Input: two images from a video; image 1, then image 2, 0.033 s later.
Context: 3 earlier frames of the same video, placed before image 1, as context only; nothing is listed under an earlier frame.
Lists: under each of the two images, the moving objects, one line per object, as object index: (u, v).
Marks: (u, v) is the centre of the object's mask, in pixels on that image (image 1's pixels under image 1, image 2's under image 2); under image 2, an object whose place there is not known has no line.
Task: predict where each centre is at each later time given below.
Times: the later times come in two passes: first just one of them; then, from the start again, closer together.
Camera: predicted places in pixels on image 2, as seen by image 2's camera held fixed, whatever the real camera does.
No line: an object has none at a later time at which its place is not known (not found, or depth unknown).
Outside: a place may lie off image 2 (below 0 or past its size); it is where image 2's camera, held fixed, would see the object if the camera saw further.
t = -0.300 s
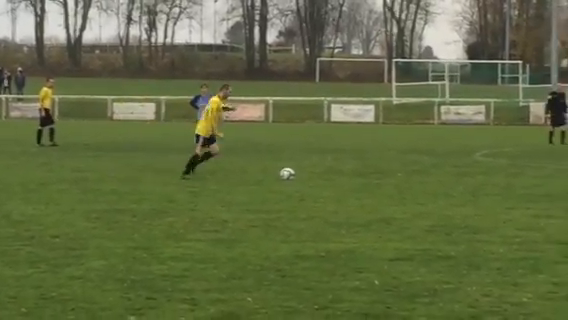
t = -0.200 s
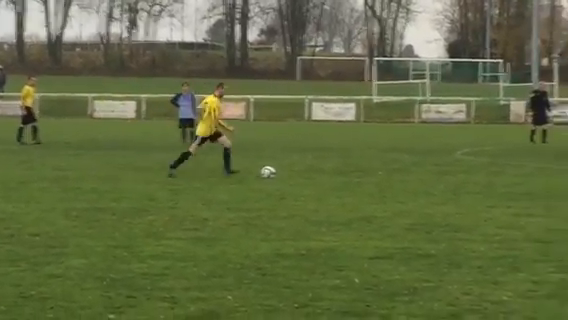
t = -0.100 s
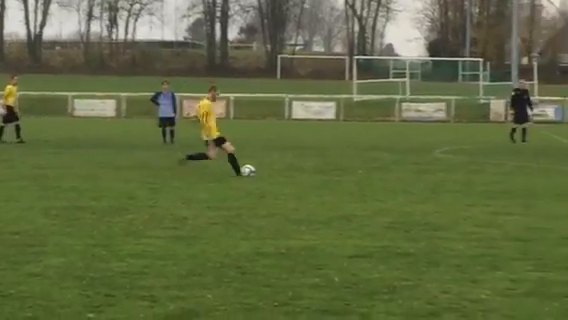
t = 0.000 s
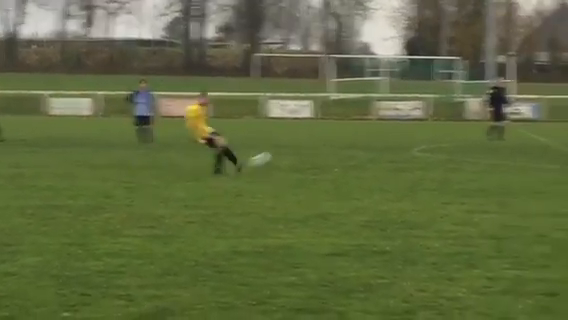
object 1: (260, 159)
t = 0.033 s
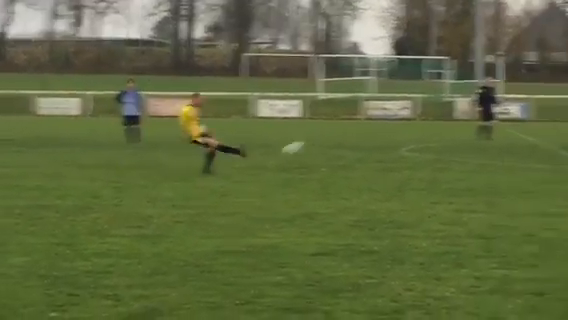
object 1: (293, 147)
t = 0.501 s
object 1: (829, 46)
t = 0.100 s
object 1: (378, 126)
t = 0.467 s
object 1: (793, 50)
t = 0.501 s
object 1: (829, 46)
